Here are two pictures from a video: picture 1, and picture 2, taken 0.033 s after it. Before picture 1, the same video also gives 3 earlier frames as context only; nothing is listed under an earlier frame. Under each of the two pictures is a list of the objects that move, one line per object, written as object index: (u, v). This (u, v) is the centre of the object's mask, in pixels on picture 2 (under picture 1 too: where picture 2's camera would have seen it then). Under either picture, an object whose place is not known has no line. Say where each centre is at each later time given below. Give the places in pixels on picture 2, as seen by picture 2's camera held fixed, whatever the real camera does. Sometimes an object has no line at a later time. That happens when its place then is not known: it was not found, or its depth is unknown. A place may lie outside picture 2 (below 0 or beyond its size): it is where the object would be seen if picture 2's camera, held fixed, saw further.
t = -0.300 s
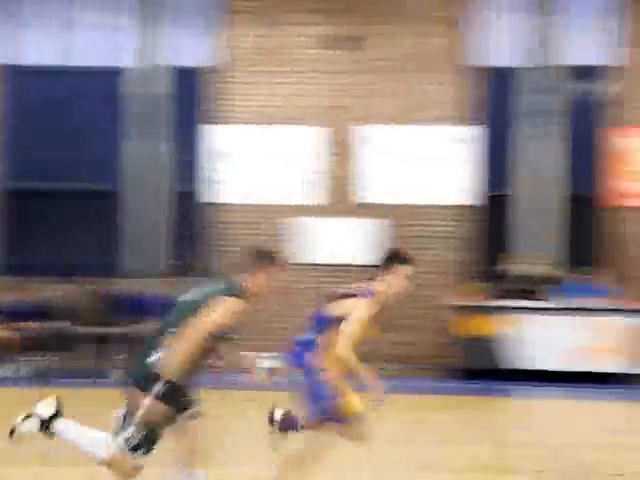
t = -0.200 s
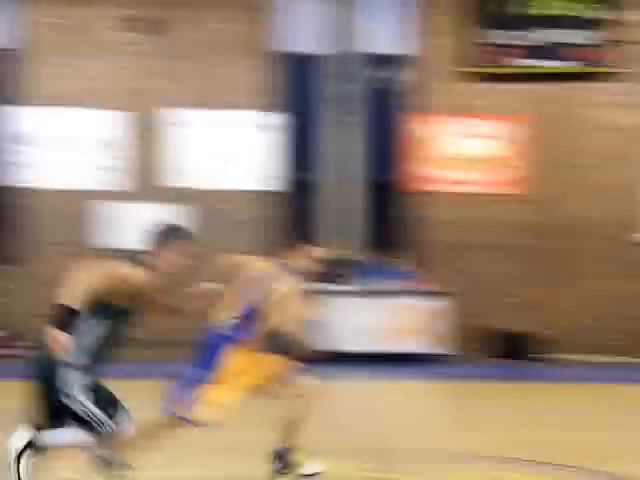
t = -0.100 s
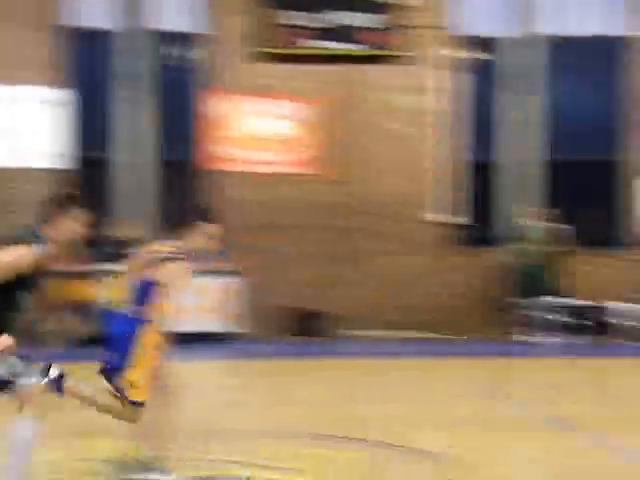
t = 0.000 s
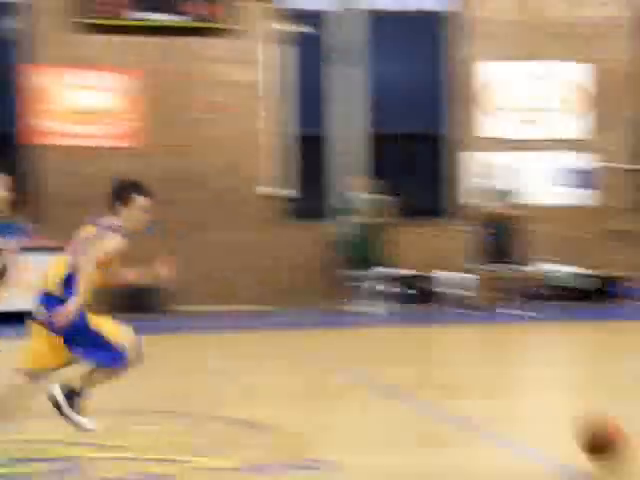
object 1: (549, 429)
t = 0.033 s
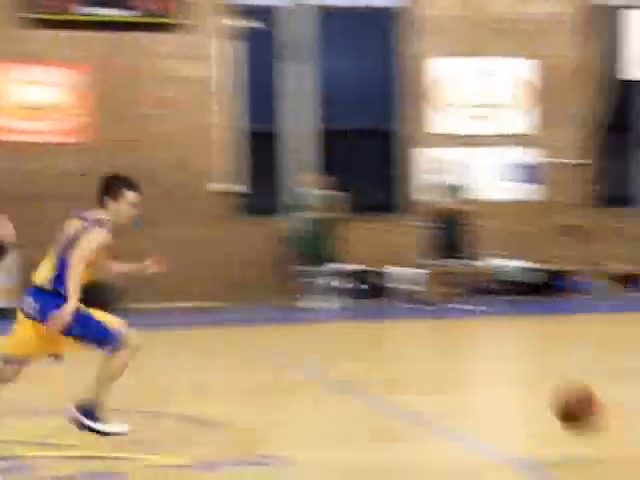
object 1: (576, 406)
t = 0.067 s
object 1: (606, 383)
